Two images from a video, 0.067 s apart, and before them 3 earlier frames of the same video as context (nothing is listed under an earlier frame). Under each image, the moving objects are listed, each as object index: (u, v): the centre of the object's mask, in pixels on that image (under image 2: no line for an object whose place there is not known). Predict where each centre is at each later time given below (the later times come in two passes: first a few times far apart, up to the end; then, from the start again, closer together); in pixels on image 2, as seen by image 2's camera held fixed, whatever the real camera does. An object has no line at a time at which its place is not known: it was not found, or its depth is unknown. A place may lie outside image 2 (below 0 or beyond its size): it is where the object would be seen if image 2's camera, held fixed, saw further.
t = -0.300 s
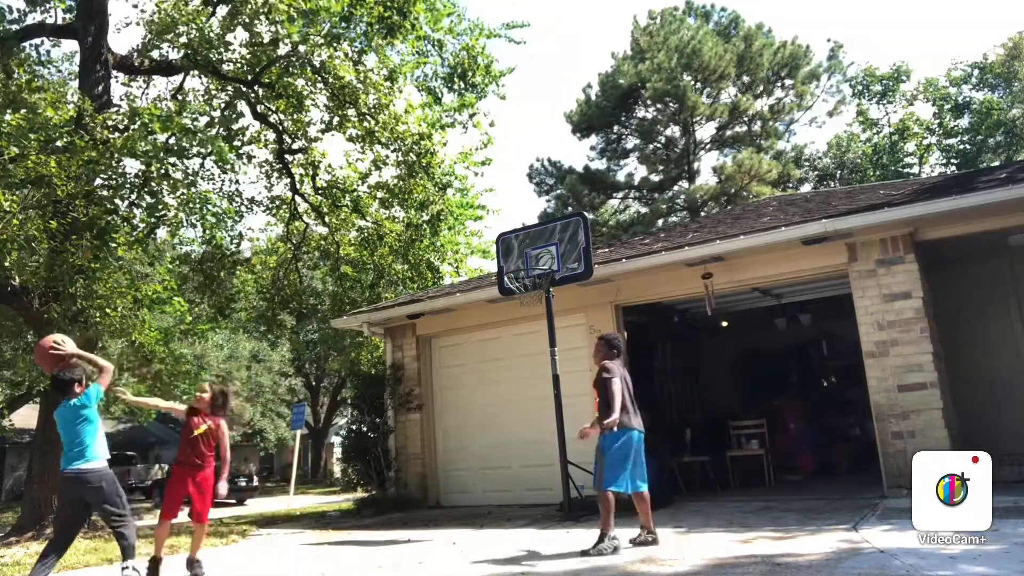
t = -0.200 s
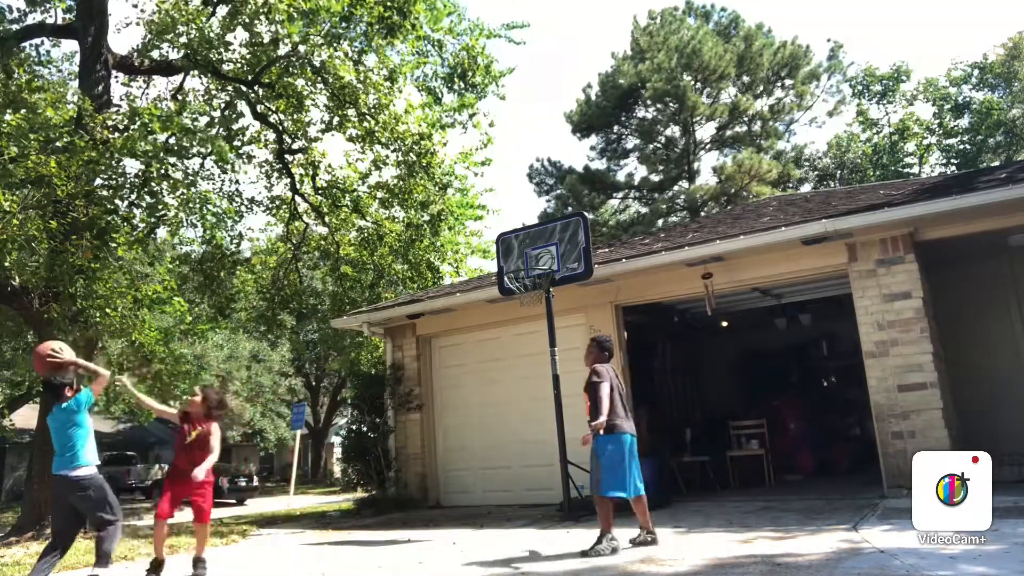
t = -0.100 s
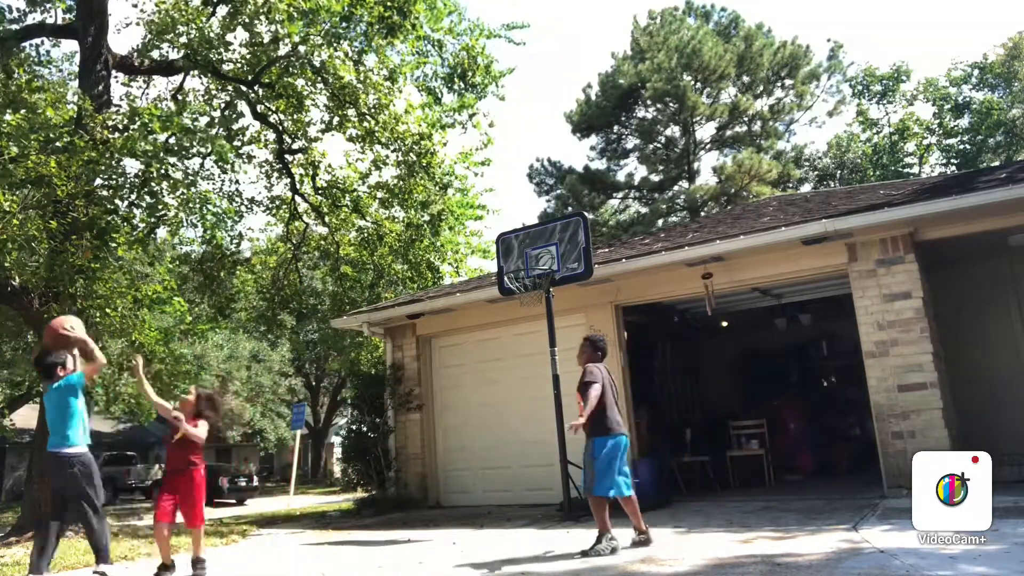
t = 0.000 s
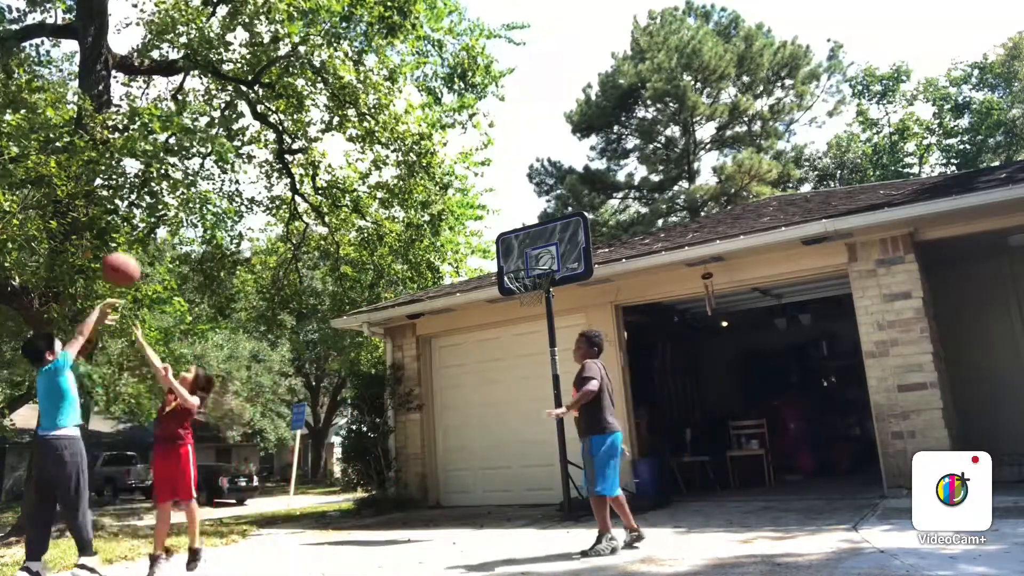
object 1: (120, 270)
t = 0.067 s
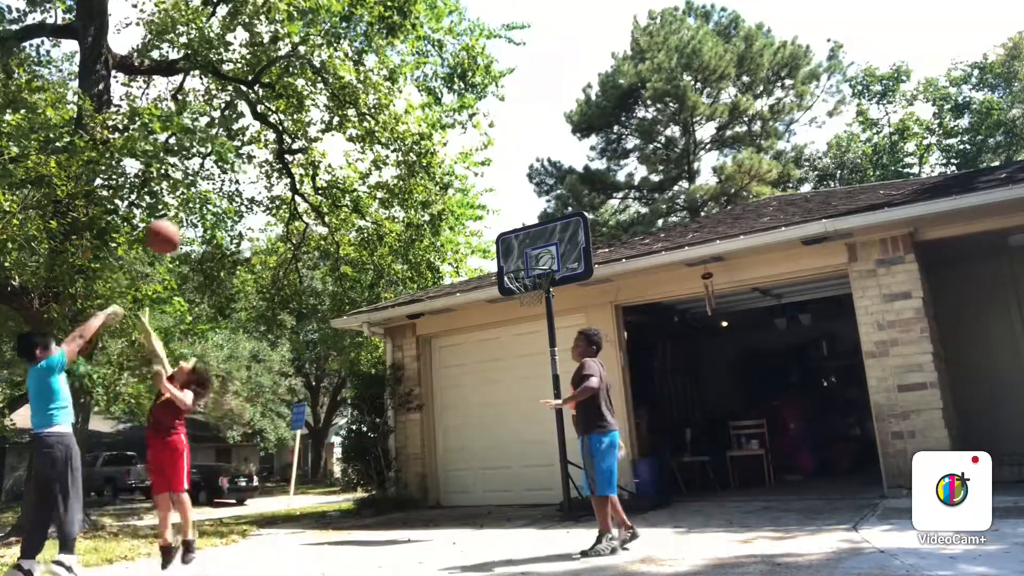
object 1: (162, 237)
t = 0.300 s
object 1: (292, 177)
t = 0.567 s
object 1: (412, 192)
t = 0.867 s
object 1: (513, 282)
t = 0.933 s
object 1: (515, 304)
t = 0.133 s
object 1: (204, 211)
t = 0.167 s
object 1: (222, 202)
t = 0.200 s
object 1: (240, 193)
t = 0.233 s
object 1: (258, 186)
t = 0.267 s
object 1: (276, 180)
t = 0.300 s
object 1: (292, 177)
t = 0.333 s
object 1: (309, 175)
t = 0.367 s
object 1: (324, 174)
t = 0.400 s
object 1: (339, 175)
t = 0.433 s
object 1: (355, 175)
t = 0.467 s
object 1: (370, 177)
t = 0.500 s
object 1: (384, 182)
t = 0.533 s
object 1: (399, 185)
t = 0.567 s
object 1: (412, 192)
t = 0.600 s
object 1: (425, 198)
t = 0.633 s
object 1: (438, 206)
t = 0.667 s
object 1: (452, 216)
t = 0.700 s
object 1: (465, 226)
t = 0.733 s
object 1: (477, 237)
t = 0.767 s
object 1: (491, 249)
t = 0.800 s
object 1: (504, 261)
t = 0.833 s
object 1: (513, 273)
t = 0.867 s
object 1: (513, 282)
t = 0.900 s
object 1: (515, 292)
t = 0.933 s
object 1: (515, 304)
